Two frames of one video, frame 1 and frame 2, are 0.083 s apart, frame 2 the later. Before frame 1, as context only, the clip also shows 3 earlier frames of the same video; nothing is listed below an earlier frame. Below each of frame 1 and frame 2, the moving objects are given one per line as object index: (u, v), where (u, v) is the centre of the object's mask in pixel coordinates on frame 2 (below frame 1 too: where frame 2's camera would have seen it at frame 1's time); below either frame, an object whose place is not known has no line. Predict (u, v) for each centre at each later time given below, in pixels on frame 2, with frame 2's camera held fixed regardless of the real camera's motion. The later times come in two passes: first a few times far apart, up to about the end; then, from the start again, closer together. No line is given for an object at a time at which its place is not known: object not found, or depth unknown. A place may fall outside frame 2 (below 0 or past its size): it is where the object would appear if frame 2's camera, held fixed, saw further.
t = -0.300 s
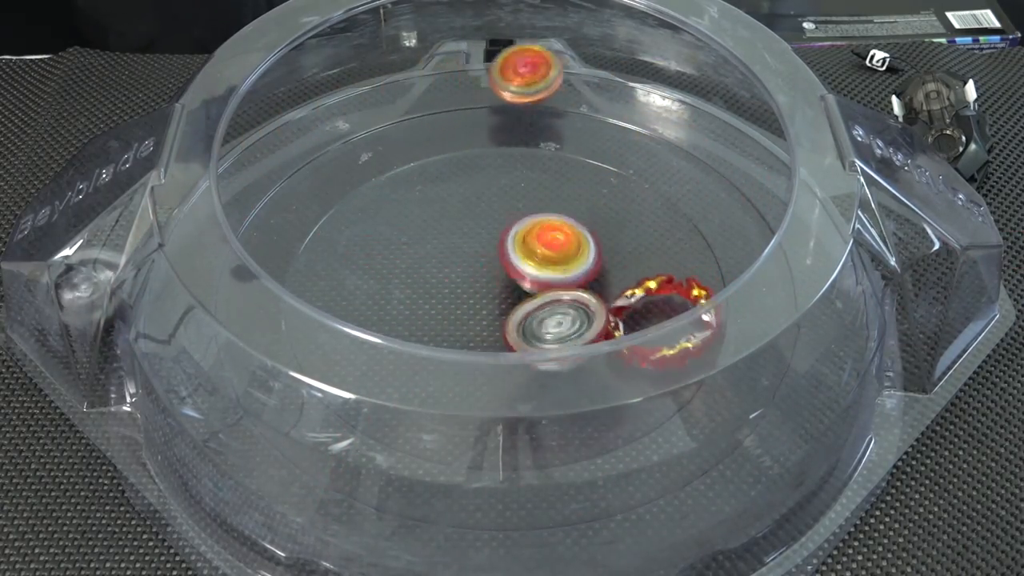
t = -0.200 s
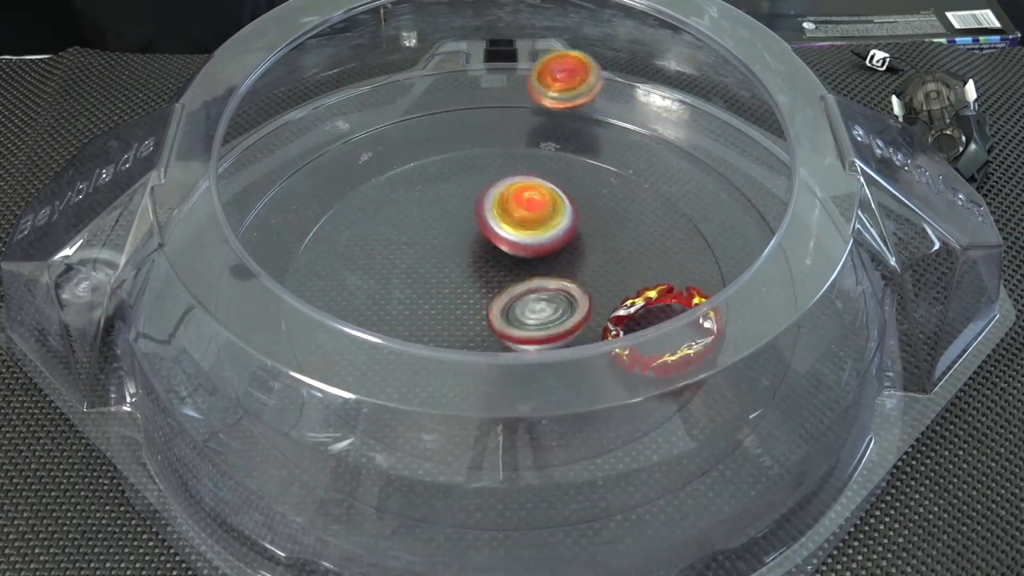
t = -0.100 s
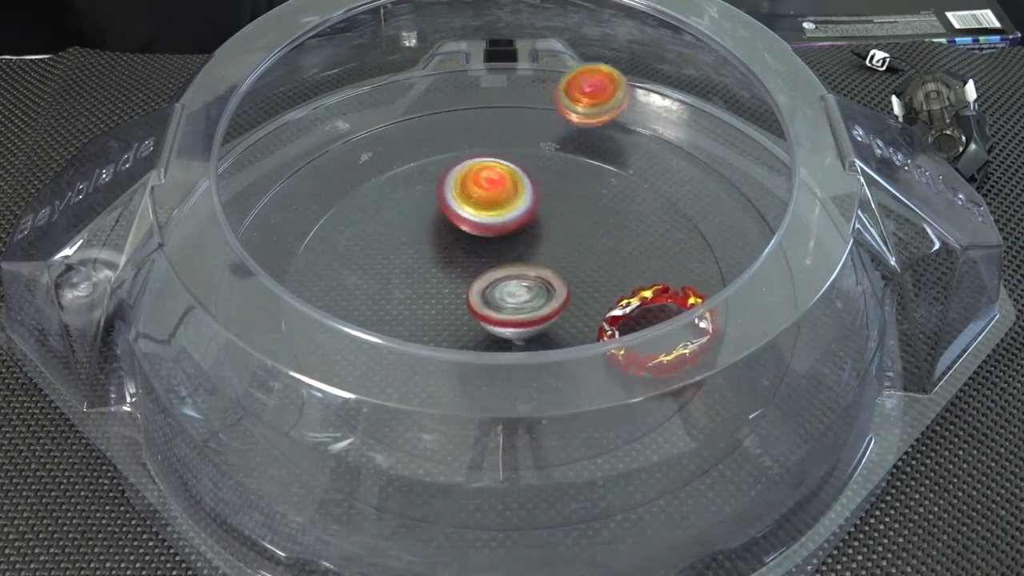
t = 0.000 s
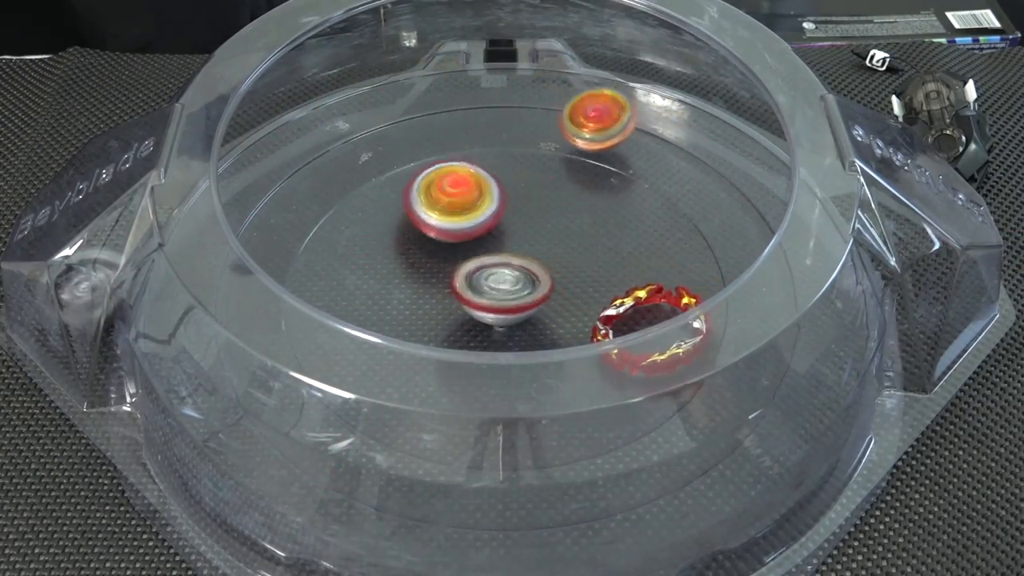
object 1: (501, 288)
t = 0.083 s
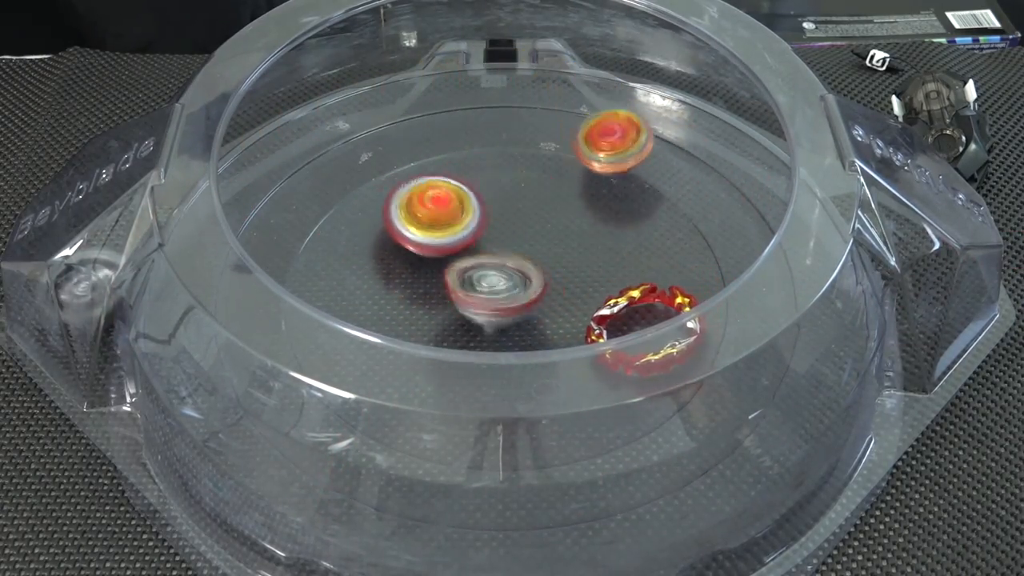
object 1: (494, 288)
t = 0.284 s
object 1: (499, 321)
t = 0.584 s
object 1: (448, 382)
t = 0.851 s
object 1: (442, 389)
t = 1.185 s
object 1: (464, 337)
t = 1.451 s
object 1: (478, 317)
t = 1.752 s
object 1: (460, 321)
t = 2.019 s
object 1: (463, 314)
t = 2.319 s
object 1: (465, 273)
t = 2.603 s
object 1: (494, 231)
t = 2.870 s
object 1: (555, 230)
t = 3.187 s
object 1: (580, 300)
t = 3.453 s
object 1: (516, 351)
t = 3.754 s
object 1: (358, 328)
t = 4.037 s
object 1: (382, 311)
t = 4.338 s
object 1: (458, 215)
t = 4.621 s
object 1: (484, 262)
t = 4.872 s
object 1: (483, 269)
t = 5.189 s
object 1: (500, 241)
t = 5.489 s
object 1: (558, 252)
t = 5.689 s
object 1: (569, 271)
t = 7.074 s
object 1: (569, 272)
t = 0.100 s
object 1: (496, 296)
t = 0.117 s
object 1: (498, 303)
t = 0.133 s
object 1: (499, 310)
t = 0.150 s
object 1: (501, 315)
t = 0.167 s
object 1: (501, 317)
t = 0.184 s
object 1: (502, 320)
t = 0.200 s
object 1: (501, 321)
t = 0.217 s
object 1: (502, 322)
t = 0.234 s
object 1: (500, 322)
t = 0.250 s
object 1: (500, 322)
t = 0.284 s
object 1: (499, 321)
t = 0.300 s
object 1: (499, 320)
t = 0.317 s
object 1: (499, 319)
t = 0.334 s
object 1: (498, 318)
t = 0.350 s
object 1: (497, 317)
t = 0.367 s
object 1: (491, 317)
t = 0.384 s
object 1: (484, 321)
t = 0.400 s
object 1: (480, 326)
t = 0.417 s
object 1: (472, 337)
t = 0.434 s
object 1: (466, 344)
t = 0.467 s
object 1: (458, 350)
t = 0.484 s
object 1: (454, 361)
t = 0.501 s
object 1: (455, 362)
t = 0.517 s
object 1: (454, 365)
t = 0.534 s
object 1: (454, 368)
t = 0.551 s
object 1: (453, 370)
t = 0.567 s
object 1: (453, 372)
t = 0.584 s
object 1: (448, 382)
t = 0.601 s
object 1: (448, 383)
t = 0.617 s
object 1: (446, 389)
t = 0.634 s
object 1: (445, 390)
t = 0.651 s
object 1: (444, 390)
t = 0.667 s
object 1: (443, 392)
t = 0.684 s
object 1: (443, 393)
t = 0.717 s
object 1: (441, 394)
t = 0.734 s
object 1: (441, 394)
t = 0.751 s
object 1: (441, 394)
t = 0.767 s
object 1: (442, 394)
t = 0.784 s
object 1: (441, 393)
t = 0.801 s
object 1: (441, 392)
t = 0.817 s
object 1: (442, 391)
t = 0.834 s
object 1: (442, 390)
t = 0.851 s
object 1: (442, 389)
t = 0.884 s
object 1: (444, 387)
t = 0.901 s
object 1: (445, 380)
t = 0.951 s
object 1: (443, 381)
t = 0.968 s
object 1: (442, 381)
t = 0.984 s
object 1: (441, 381)
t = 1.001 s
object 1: (441, 381)
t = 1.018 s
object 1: (442, 373)
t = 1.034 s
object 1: (443, 370)
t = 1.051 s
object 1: (445, 367)
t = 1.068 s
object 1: (445, 364)
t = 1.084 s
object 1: (449, 361)
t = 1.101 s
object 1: (450, 360)
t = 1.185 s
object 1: (464, 337)
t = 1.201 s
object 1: (469, 327)
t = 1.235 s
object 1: (476, 322)
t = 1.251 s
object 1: (480, 322)
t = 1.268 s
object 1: (483, 322)
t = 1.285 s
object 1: (487, 322)
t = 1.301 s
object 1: (489, 322)
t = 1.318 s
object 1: (491, 321)
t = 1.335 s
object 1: (490, 320)
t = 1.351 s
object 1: (486, 320)
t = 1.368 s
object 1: (483, 320)
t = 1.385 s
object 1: (481, 320)
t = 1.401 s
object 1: (479, 319)
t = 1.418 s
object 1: (479, 318)
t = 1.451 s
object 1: (478, 317)
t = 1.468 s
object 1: (479, 317)
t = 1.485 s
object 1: (478, 315)
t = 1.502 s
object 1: (478, 315)
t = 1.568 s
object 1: (476, 319)
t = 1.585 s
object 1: (475, 320)
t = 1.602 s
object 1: (474, 320)
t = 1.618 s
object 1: (472, 320)
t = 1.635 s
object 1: (470, 320)
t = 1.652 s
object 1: (468, 320)
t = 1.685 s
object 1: (465, 320)
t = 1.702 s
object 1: (463, 320)
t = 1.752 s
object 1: (460, 321)
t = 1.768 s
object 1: (459, 321)
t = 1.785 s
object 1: (460, 322)
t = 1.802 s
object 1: (459, 321)
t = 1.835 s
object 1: (461, 321)
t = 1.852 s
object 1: (461, 320)
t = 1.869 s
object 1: (462, 319)
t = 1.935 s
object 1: (461, 319)
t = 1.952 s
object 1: (462, 319)
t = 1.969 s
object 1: (462, 318)
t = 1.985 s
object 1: (463, 317)
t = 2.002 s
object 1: (464, 316)
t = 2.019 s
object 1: (463, 314)
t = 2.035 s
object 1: (460, 313)
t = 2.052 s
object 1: (459, 311)
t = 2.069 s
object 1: (458, 310)
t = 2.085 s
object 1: (457, 308)
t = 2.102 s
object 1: (457, 306)
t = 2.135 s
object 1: (458, 302)
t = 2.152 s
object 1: (457, 301)
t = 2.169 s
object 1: (457, 298)
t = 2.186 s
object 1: (457, 294)
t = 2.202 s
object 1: (456, 290)
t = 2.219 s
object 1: (458, 288)
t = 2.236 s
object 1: (458, 285)
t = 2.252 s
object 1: (459, 282)
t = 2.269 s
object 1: (461, 280)
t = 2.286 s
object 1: (462, 277)
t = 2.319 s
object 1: (465, 273)
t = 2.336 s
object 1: (467, 270)
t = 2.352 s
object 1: (468, 269)
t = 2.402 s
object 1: (474, 259)
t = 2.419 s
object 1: (476, 256)
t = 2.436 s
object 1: (476, 252)
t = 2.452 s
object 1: (477, 249)
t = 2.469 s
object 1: (479, 246)
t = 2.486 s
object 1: (480, 244)
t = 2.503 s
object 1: (480, 241)
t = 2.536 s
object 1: (484, 238)
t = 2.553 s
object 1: (486, 237)
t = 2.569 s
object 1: (488, 234)
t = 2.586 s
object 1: (490, 234)
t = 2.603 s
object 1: (494, 231)
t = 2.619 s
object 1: (497, 229)
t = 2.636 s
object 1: (501, 228)
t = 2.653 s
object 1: (503, 226)
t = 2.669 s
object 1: (505, 226)
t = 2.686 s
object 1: (509, 226)
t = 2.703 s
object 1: (511, 225)
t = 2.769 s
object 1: (535, 223)
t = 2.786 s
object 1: (540, 225)
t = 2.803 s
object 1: (542, 225)
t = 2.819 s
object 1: (546, 225)
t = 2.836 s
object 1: (552, 227)
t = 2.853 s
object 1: (553, 229)
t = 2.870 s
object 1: (555, 230)
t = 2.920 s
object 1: (562, 238)
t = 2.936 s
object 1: (564, 240)
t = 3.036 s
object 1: (574, 257)
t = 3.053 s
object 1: (577, 258)
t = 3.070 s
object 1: (578, 262)
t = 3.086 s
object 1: (578, 266)
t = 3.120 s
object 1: (579, 273)
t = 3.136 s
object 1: (578, 279)
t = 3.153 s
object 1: (579, 287)
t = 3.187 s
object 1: (580, 300)
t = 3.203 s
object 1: (580, 305)
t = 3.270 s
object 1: (572, 318)
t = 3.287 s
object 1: (569, 320)
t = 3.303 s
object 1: (567, 324)
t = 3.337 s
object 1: (558, 337)
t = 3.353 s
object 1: (554, 341)
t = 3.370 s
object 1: (549, 349)
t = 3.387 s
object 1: (545, 350)
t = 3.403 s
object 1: (538, 350)
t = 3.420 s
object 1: (533, 364)
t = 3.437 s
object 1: (524, 366)
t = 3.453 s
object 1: (516, 351)
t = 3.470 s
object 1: (507, 364)
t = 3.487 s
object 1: (500, 364)
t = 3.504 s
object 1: (489, 362)
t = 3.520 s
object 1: (483, 363)
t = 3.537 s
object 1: (470, 361)
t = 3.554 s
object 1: (468, 349)
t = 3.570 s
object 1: (455, 350)
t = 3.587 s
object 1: (449, 351)
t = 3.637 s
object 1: (418, 343)
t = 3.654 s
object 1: (408, 341)
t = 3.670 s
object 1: (398, 339)
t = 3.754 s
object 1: (358, 328)
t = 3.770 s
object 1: (354, 326)
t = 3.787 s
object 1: (345, 334)
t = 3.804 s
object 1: (341, 332)
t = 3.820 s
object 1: (341, 332)
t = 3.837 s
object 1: (338, 332)
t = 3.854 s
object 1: (338, 333)
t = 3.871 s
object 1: (338, 332)
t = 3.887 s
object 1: (339, 331)
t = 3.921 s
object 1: (339, 332)
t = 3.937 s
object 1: (346, 324)
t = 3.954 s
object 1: (351, 322)
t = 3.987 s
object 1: (361, 316)
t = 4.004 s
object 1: (369, 314)
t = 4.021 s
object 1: (378, 309)
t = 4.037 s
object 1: (382, 311)
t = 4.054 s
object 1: (395, 307)
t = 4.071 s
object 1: (399, 307)
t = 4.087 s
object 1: (404, 306)
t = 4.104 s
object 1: (404, 303)
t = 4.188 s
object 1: (422, 271)
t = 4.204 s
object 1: (427, 262)
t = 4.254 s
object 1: (441, 238)
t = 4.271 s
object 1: (446, 233)
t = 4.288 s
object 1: (449, 226)
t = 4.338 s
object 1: (458, 215)
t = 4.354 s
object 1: (460, 213)
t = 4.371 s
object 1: (461, 212)
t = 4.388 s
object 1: (463, 212)
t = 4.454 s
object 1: (468, 220)
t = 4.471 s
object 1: (470, 224)
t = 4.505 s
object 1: (472, 232)
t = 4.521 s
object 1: (473, 236)
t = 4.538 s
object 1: (474, 240)
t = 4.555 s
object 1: (476, 245)
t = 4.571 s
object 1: (477, 250)
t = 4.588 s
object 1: (478, 254)
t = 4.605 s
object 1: (482, 259)
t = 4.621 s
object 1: (484, 262)
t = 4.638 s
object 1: (486, 264)
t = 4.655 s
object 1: (486, 265)
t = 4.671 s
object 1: (485, 266)
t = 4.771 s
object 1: (485, 267)
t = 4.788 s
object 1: (485, 268)
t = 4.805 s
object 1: (484, 268)
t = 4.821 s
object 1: (484, 268)
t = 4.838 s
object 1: (484, 268)
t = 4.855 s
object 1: (483, 268)
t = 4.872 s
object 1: (483, 269)
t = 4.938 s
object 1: (483, 268)
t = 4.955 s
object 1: (483, 267)
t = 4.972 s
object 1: (483, 266)
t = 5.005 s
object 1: (482, 263)
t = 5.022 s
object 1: (481, 261)
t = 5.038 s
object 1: (481, 259)
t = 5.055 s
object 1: (481, 257)
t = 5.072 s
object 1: (482, 254)
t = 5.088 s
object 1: (484, 251)
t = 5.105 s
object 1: (486, 249)
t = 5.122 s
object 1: (489, 247)
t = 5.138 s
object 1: (491, 244)
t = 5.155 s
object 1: (494, 243)
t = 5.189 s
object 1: (500, 241)
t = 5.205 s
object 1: (502, 239)
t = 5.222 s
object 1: (506, 235)
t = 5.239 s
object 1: (510, 235)
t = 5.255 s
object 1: (514, 234)
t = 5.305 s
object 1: (524, 234)
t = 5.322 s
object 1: (528, 235)
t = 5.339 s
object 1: (532, 236)
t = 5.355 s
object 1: (536, 237)
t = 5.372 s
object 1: (539, 237)
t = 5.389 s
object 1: (542, 239)
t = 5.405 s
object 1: (545, 241)
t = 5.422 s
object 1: (548, 244)
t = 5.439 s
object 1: (550, 246)
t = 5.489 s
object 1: (558, 252)
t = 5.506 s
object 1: (560, 254)
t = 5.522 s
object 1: (563, 257)
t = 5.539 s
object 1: (565, 259)
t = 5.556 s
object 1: (567, 261)
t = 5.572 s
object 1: (568, 263)
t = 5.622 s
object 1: (569, 268)
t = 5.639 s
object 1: (569, 269)
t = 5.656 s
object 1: (569, 270)
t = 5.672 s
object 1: (569, 270)
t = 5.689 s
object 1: (569, 271)
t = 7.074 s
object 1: (569, 272)
